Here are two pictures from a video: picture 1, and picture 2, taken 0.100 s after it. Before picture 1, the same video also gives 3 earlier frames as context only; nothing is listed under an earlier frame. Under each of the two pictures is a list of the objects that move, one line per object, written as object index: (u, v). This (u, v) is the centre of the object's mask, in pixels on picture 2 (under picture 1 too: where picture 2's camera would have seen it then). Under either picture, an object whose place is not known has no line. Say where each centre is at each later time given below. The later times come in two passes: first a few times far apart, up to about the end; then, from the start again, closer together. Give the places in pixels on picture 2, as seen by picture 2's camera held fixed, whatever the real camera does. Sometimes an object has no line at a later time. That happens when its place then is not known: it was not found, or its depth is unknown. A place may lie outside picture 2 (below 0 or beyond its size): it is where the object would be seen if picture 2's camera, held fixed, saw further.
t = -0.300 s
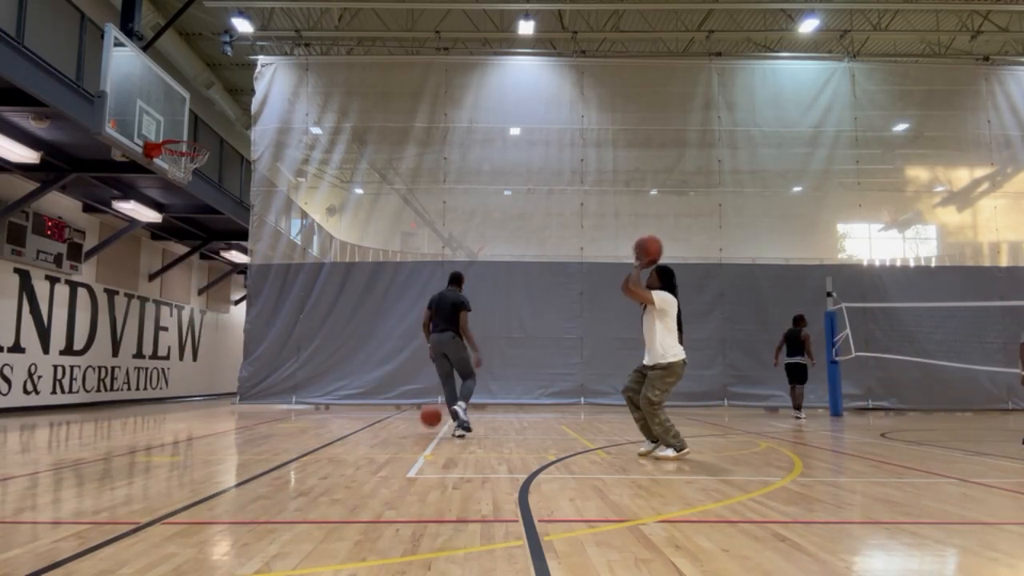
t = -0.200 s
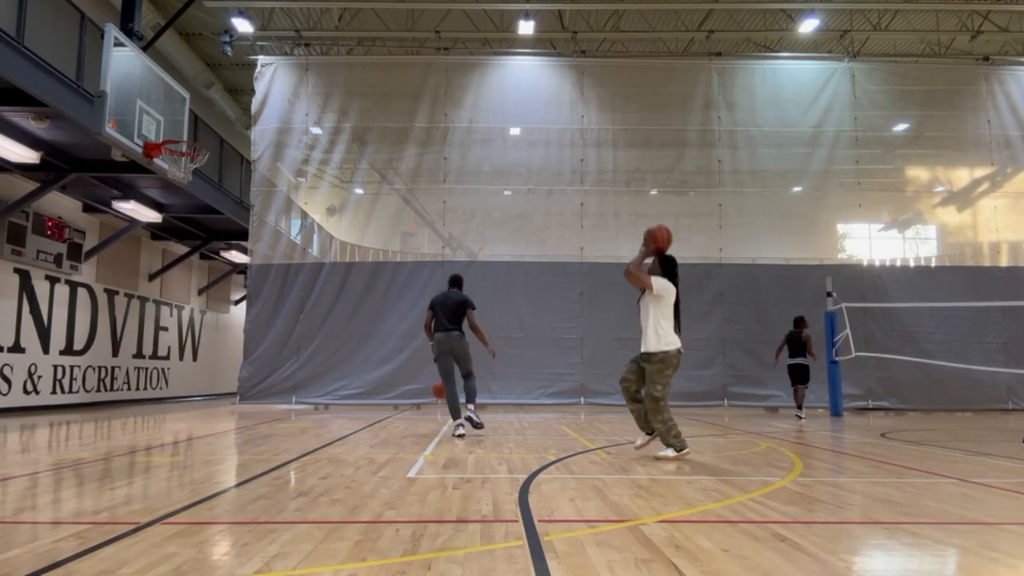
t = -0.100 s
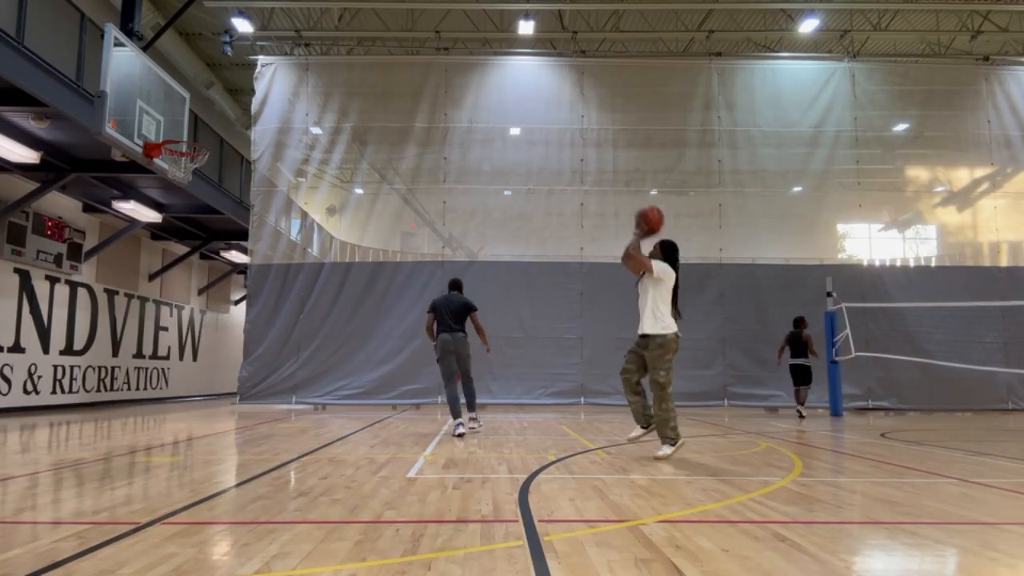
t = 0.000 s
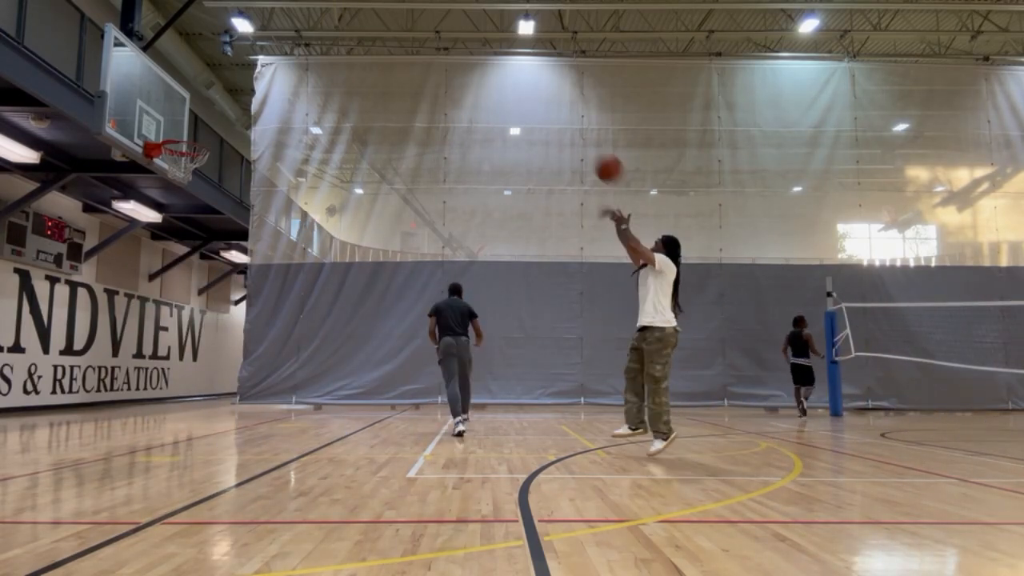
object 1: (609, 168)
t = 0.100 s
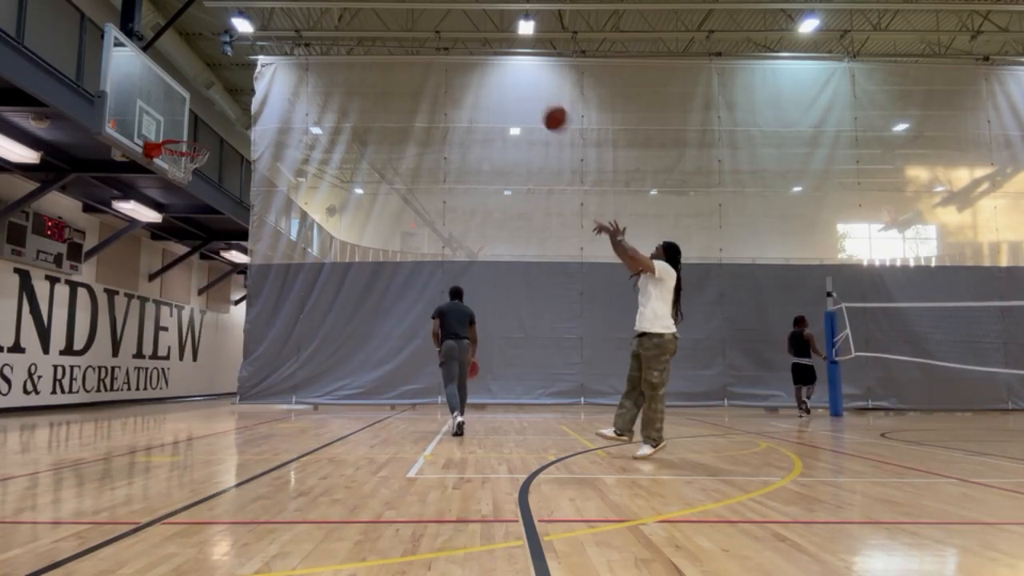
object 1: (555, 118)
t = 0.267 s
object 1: (473, 63)
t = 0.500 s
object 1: (371, 39)
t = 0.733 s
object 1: (279, 65)
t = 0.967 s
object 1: (194, 134)
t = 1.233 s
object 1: (179, 245)
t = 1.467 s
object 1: (178, 397)
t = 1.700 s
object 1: (216, 325)
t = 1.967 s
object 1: (267, 236)
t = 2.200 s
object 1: (311, 215)
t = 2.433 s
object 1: (356, 253)
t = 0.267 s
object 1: (473, 63)
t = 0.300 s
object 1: (458, 56)
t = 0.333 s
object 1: (443, 50)
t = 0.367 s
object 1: (428, 46)
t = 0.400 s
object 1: (413, 42)
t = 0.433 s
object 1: (399, 40)
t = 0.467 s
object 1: (385, 39)
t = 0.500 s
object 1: (371, 39)
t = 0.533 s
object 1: (358, 40)
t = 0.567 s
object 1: (345, 42)
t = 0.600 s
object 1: (331, 45)
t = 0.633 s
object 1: (318, 48)
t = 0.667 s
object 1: (305, 52)
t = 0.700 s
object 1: (292, 58)
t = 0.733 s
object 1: (279, 65)
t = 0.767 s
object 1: (266, 73)
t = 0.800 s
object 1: (253, 81)
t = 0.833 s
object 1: (242, 90)
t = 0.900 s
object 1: (216, 112)
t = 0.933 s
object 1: (205, 123)
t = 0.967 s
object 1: (194, 134)
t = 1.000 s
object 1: (182, 149)
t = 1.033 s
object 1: (174, 159)
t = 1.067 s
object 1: (178, 178)
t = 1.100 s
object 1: (178, 187)
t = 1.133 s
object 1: (178, 199)
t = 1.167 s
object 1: (178, 214)
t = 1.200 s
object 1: (179, 229)
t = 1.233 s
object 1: (179, 245)
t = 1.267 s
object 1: (179, 263)
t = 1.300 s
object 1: (179, 282)
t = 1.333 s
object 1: (179, 303)
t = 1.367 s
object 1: (179, 324)
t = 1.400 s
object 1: (178, 348)
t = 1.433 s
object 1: (178, 371)
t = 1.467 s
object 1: (178, 397)
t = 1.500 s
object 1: (176, 424)
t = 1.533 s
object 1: (181, 417)
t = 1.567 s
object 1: (188, 397)
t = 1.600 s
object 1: (195, 377)
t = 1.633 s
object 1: (202, 359)
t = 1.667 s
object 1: (209, 341)
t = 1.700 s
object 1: (216, 325)
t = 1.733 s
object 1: (222, 310)
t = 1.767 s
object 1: (228, 295)
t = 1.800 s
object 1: (235, 283)
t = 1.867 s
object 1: (248, 262)
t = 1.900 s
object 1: (255, 252)
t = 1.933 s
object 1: (260, 243)
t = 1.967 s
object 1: (267, 236)
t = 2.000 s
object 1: (273, 230)
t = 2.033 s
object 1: (279, 224)
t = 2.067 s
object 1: (285, 221)
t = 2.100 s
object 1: (292, 218)
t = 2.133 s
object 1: (298, 216)
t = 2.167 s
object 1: (305, 215)
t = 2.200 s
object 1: (311, 215)
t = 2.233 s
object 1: (318, 217)
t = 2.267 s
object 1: (324, 220)
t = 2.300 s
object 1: (330, 224)
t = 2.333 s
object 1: (337, 229)
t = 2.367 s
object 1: (343, 236)
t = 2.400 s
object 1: (349, 243)
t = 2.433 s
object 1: (356, 253)
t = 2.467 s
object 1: (362, 263)
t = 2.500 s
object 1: (368, 274)
